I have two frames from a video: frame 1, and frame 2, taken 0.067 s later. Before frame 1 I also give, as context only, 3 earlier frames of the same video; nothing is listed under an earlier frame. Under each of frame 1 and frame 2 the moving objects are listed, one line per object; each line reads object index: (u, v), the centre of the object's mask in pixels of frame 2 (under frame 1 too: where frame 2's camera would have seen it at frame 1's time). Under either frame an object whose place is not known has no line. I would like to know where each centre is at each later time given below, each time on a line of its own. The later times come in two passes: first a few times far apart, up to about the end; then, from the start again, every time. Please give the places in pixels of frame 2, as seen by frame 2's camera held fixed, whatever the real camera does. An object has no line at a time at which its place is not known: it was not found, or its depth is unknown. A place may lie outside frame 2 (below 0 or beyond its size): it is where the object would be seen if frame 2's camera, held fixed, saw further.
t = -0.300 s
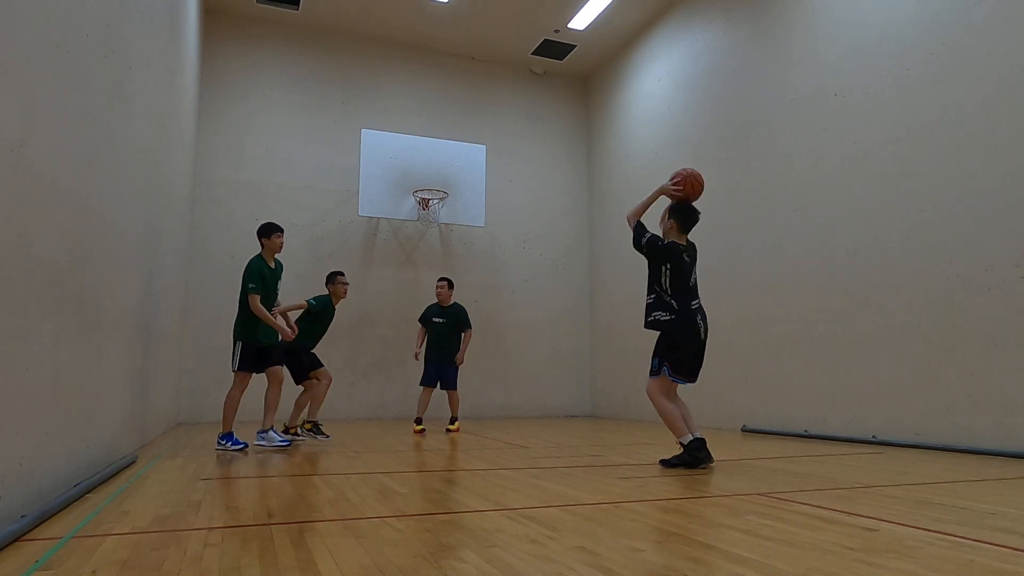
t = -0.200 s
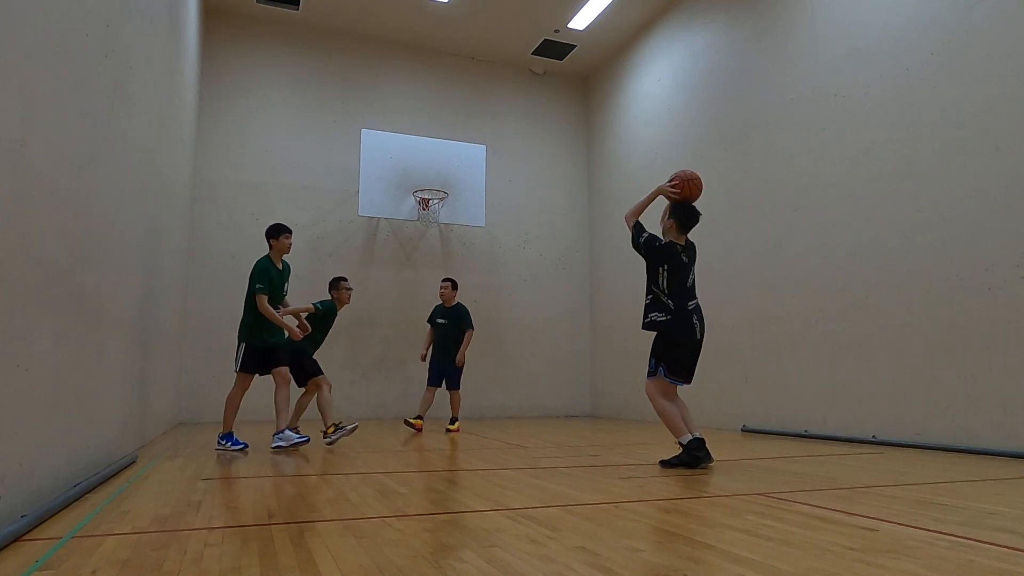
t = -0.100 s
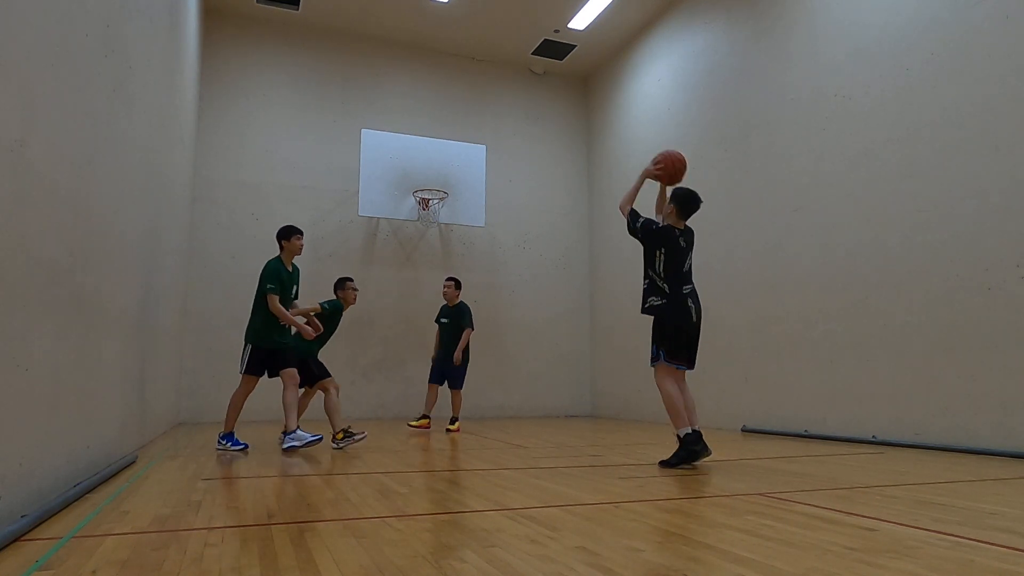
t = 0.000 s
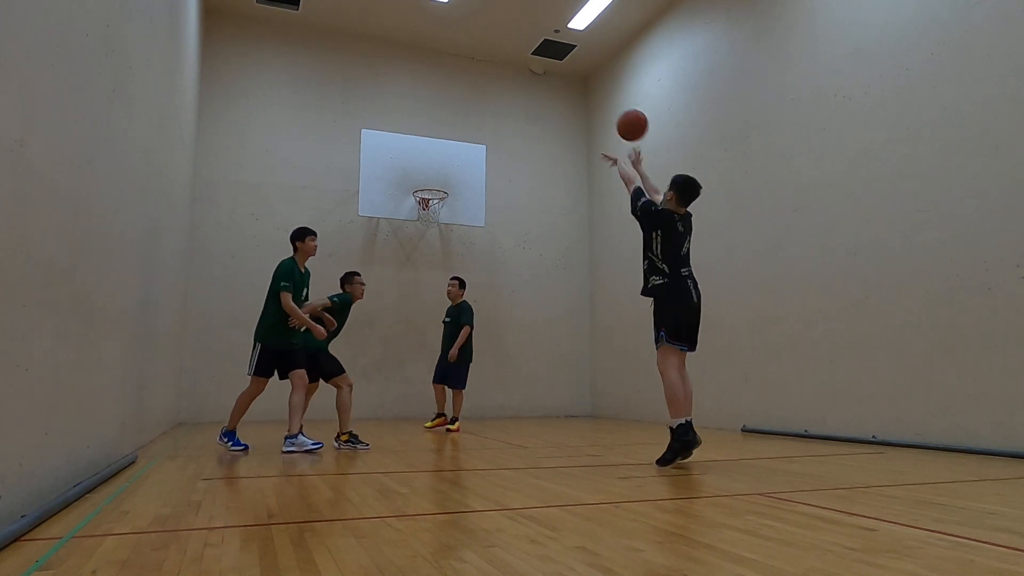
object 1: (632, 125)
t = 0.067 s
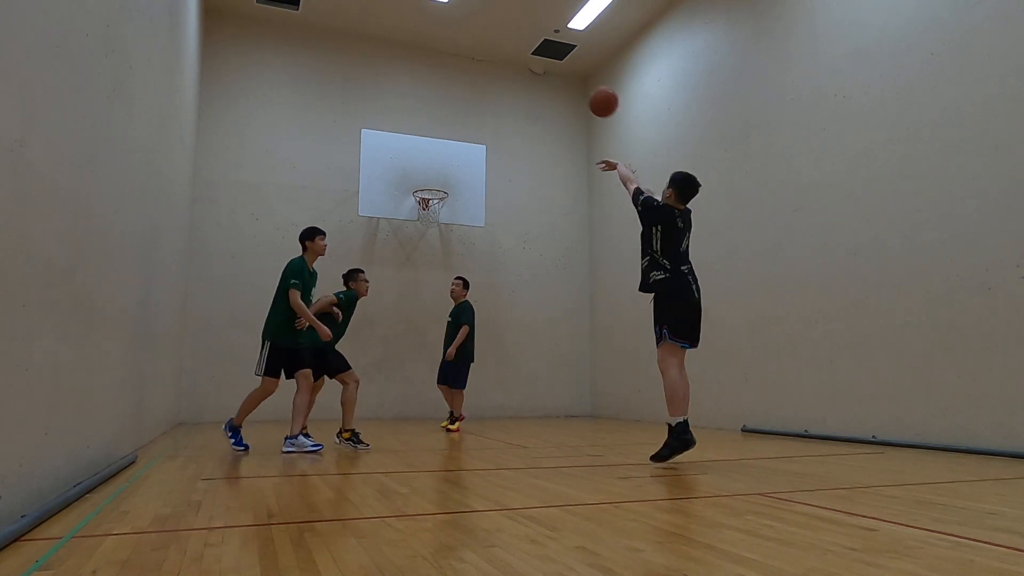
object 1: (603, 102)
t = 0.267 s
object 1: (536, 74)
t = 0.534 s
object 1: (475, 97)
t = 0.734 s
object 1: (441, 144)
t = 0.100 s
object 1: (590, 93)
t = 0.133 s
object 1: (578, 86)
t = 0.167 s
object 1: (566, 82)
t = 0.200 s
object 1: (556, 78)
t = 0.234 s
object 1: (546, 76)
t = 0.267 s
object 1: (536, 74)
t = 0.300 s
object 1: (527, 74)
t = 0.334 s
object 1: (518, 75)
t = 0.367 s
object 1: (510, 76)
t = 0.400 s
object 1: (502, 79)
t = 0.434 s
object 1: (495, 82)
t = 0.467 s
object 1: (488, 87)
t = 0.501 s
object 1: (481, 92)
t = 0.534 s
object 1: (475, 97)
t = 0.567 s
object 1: (468, 104)
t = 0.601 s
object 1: (462, 111)
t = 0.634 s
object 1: (457, 118)
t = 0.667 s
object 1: (451, 127)
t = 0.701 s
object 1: (446, 135)
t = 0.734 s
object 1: (441, 144)
